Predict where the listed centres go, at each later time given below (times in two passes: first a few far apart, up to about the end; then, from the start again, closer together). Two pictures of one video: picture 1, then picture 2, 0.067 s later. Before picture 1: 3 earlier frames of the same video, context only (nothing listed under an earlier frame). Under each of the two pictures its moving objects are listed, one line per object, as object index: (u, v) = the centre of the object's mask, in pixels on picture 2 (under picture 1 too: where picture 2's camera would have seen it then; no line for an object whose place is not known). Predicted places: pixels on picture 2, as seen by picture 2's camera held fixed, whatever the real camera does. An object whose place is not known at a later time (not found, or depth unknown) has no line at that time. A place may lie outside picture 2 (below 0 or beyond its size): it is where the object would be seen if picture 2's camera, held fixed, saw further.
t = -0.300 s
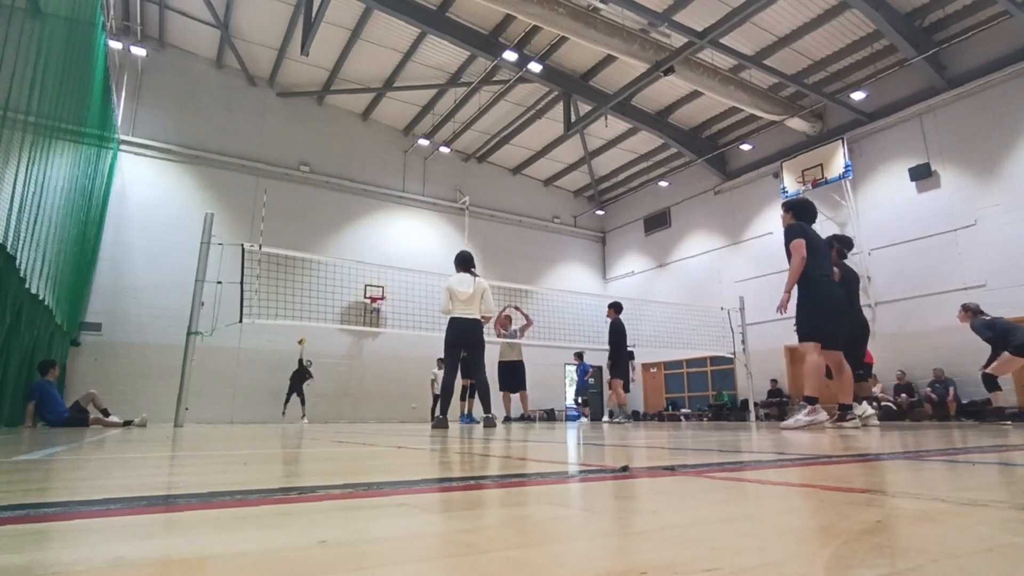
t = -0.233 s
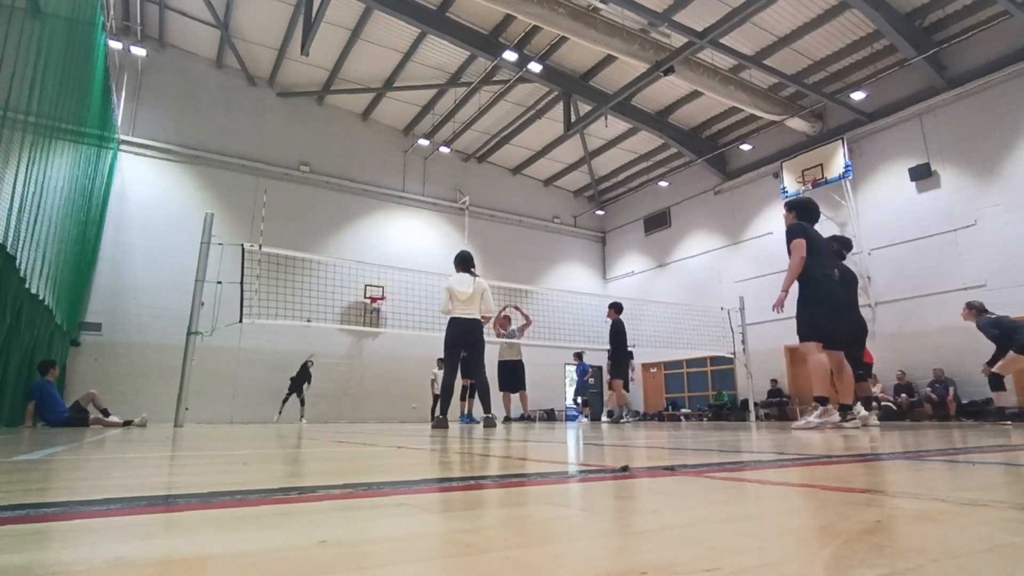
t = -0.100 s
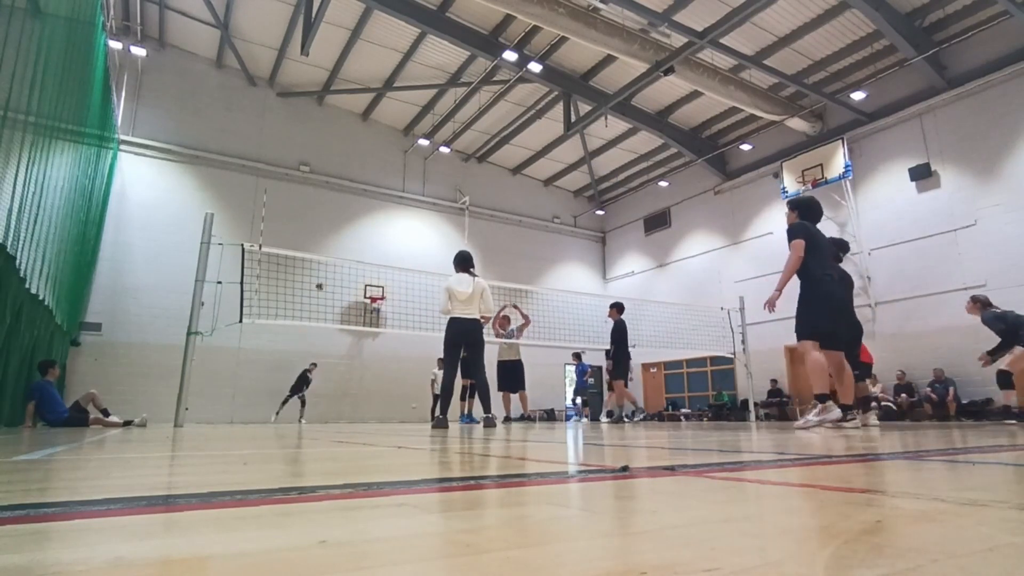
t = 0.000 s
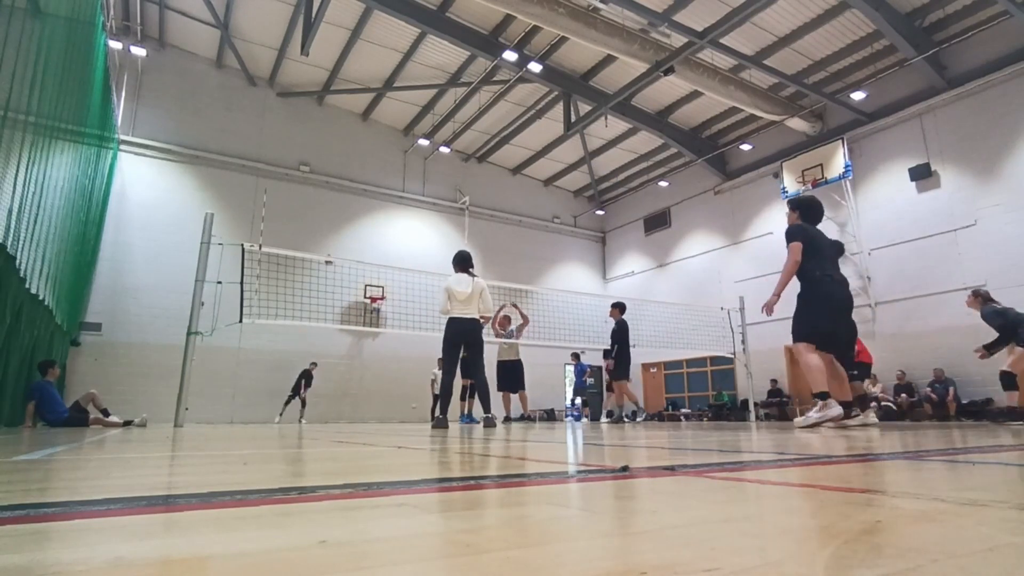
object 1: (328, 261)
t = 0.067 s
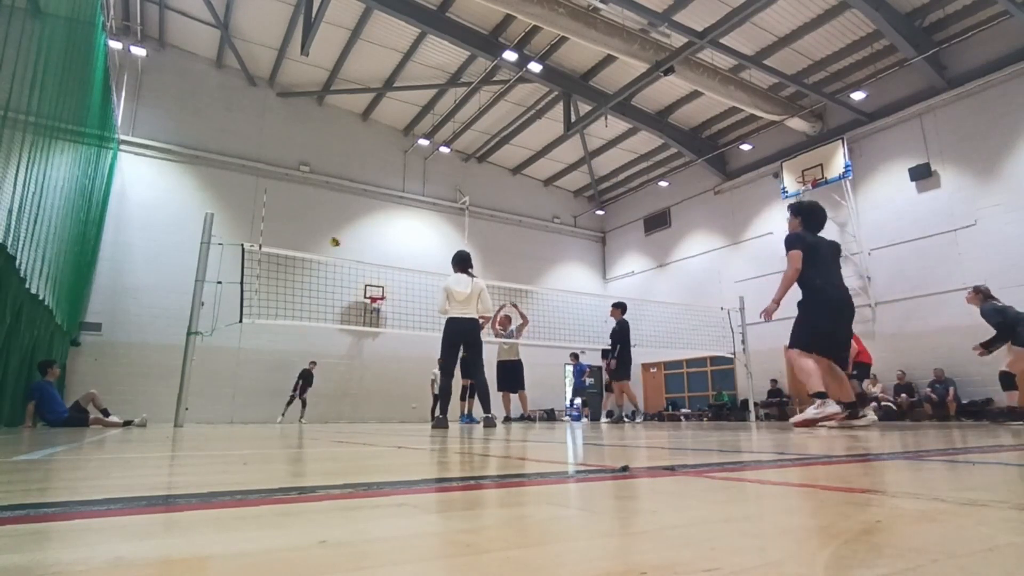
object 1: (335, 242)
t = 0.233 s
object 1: (350, 199)
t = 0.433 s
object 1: (370, 153)
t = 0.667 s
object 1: (411, 118)
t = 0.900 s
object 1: (502, 135)
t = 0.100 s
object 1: (338, 233)
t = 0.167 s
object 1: (345, 216)
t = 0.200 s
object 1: (347, 209)
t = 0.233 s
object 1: (350, 199)
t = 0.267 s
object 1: (353, 191)
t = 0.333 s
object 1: (359, 175)
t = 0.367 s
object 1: (363, 168)
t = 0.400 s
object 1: (366, 160)
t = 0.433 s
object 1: (370, 153)
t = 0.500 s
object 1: (378, 140)
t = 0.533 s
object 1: (383, 135)
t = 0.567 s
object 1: (389, 130)
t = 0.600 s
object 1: (395, 125)
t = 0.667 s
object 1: (411, 118)
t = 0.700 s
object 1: (420, 115)
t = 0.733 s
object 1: (429, 114)
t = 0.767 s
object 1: (440, 114)
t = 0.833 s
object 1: (466, 120)
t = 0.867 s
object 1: (483, 125)
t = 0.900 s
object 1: (502, 135)
